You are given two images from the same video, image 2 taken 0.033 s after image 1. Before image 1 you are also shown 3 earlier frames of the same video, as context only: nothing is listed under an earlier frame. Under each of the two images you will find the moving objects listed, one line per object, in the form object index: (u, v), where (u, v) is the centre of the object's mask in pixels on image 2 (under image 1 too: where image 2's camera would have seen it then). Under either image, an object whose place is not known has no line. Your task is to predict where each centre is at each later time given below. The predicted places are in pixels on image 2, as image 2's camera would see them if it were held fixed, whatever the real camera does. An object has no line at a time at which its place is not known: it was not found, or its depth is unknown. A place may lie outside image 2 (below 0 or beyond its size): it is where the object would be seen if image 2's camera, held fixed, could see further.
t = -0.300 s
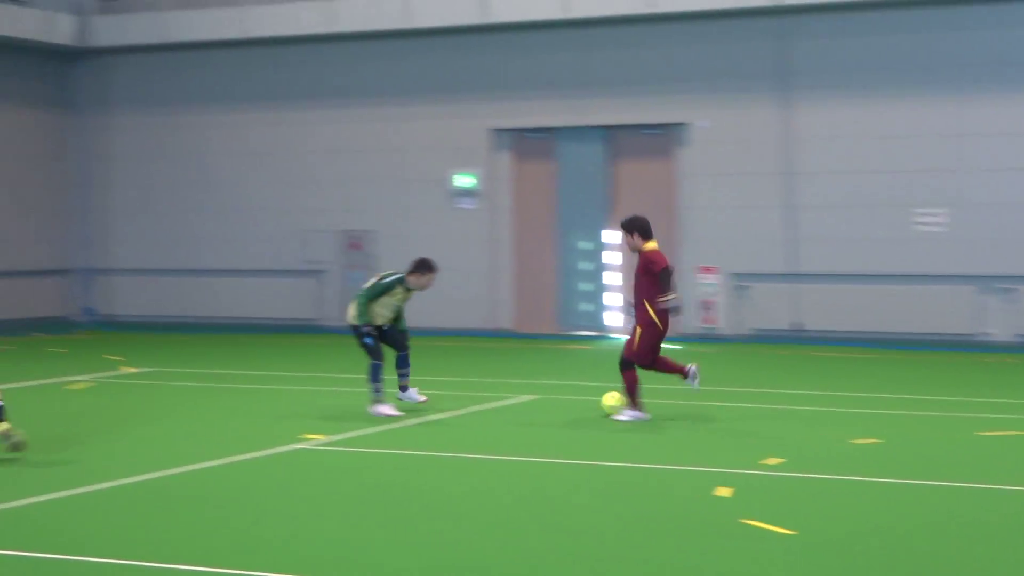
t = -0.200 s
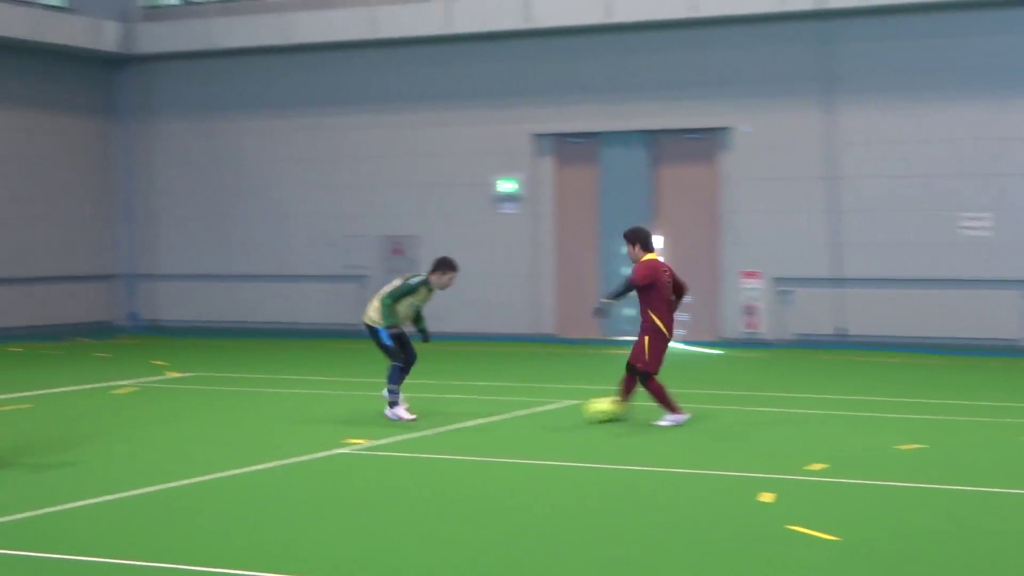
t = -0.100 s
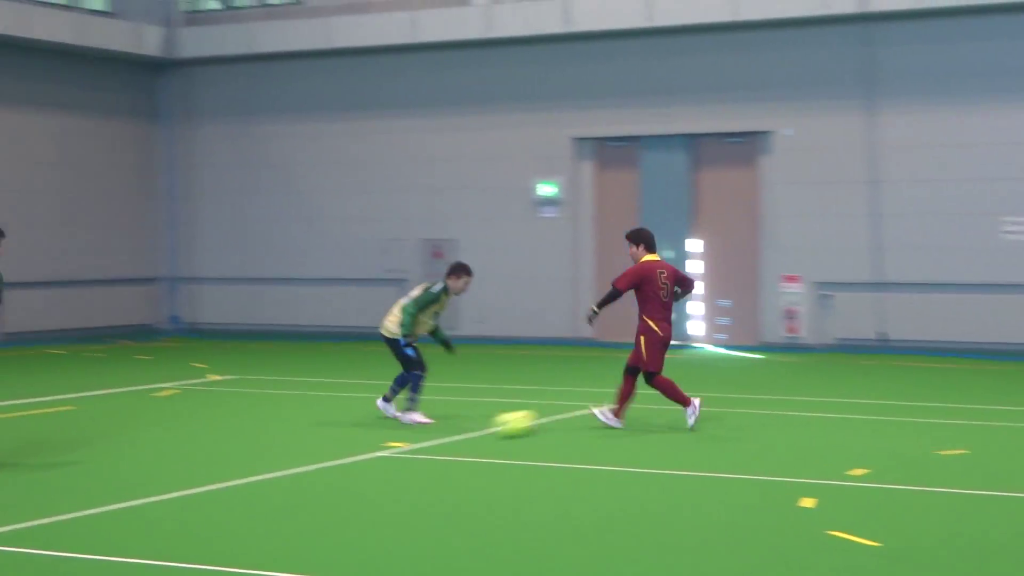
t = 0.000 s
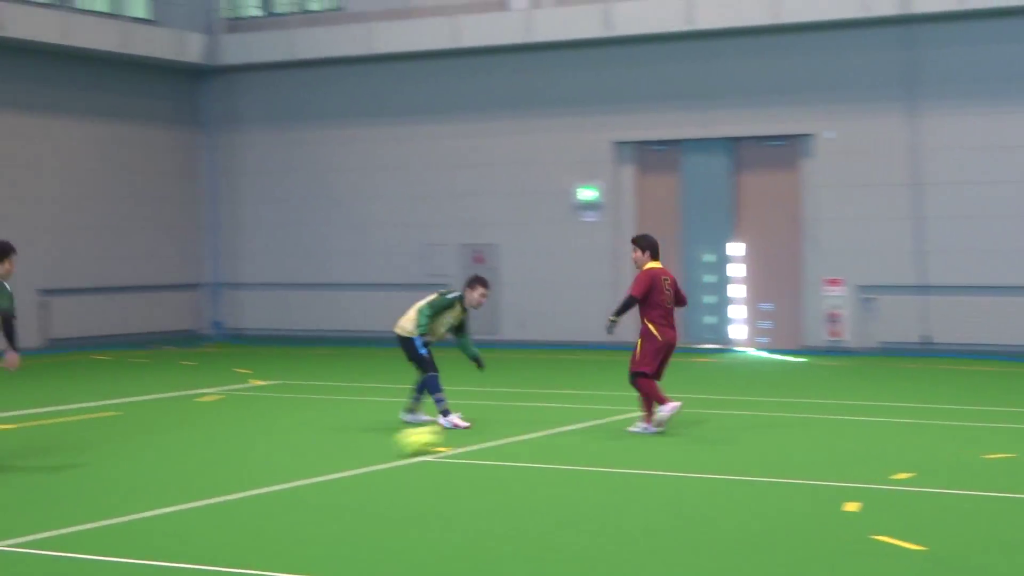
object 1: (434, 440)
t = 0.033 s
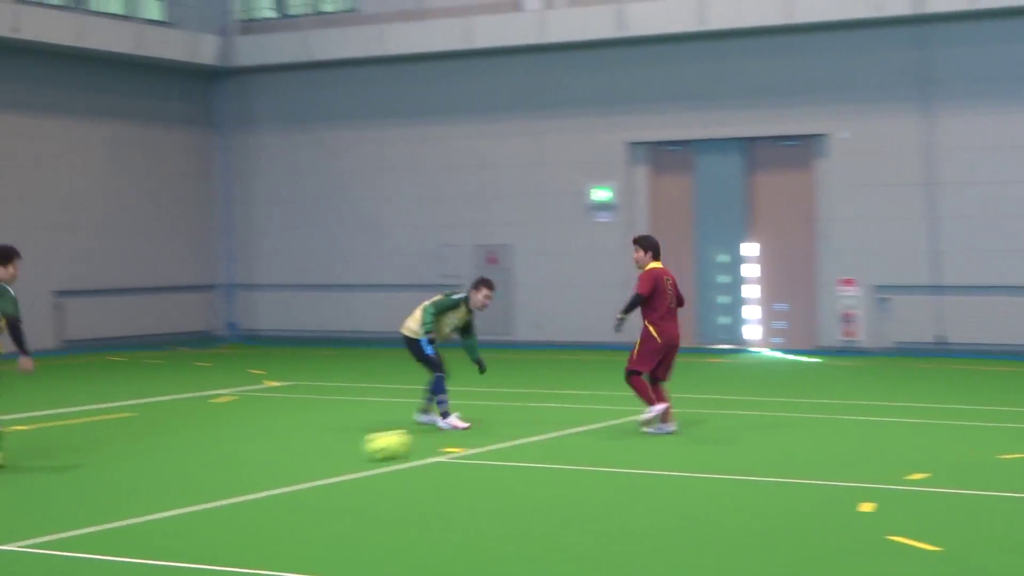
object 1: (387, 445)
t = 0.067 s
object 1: (338, 449)
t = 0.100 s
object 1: (289, 453)
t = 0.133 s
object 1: (238, 458)
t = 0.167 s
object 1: (186, 462)
